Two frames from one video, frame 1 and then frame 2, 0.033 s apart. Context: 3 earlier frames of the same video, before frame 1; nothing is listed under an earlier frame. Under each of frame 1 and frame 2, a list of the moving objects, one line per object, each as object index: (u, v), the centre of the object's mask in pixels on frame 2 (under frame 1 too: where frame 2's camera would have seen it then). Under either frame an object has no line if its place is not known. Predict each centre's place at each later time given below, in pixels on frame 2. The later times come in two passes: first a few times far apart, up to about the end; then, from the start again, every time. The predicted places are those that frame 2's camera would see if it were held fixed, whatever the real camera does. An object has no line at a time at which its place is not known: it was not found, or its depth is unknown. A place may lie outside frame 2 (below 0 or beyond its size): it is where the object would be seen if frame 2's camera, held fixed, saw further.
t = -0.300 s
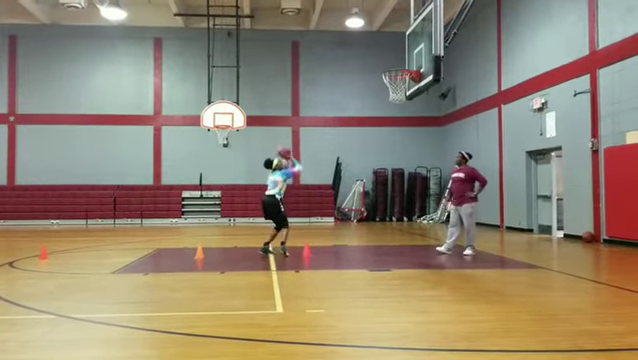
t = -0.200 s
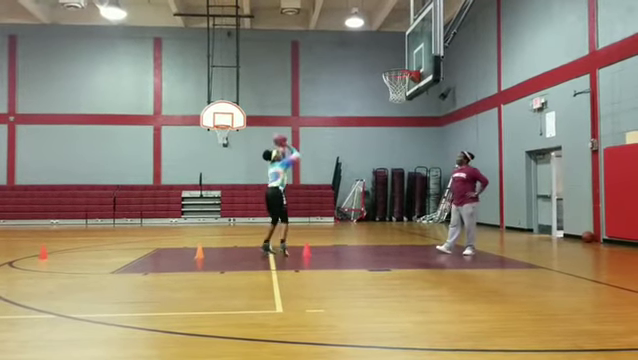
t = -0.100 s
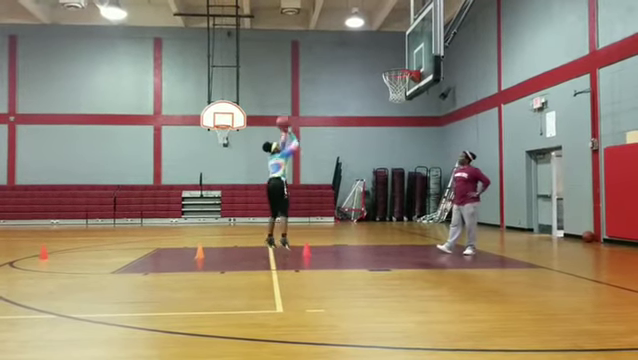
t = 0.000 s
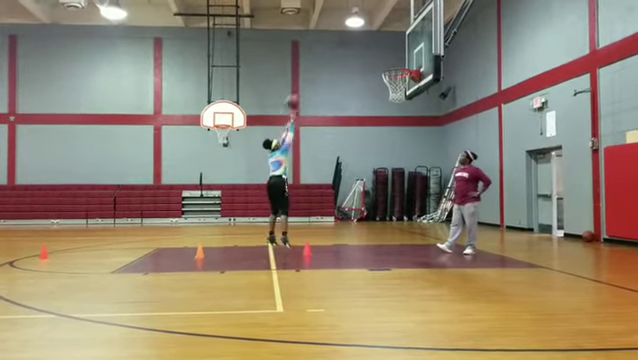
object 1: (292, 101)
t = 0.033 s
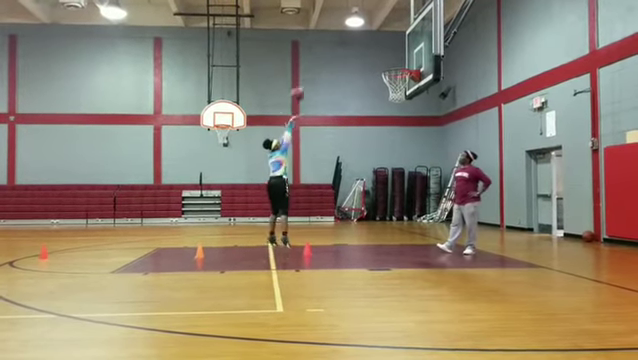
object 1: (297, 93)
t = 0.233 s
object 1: (327, 63)
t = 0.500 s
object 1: (367, 57)
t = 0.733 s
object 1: (384, 61)
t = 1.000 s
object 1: (399, 66)
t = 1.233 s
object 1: (408, 92)
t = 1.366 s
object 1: (405, 104)
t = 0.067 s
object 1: (302, 87)
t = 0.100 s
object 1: (307, 81)
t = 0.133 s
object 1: (312, 76)
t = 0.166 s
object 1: (317, 71)
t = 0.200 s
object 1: (322, 67)
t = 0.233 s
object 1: (327, 63)
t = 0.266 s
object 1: (331, 60)
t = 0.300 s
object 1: (336, 58)
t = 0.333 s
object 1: (341, 56)
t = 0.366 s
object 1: (346, 55)
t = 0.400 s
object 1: (351, 55)
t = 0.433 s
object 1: (356, 55)
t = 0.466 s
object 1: (361, 56)
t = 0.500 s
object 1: (367, 57)
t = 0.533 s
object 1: (372, 59)
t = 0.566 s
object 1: (376, 62)
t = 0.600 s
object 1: (380, 64)
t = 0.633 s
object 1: (381, 63)
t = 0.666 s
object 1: (382, 62)
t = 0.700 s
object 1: (383, 61)
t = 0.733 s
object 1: (384, 61)
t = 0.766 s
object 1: (385, 62)
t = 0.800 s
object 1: (386, 63)
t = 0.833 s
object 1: (388, 63)
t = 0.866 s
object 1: (390, 64)
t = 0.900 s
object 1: (392, 64)
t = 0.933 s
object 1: (395, 65)
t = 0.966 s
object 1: (396, 66)
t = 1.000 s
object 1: (399, 66)
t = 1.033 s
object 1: (400, 75)
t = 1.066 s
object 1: (403, 78)
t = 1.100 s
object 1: (405, 82)
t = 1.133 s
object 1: (406, 83)
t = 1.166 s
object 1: (405, 82)
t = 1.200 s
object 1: (408, 91)
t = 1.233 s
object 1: (408, 92)
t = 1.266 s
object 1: (406, 94)
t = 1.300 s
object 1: (406, 97)
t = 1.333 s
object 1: (405, 100)
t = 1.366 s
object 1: (405, 104)
